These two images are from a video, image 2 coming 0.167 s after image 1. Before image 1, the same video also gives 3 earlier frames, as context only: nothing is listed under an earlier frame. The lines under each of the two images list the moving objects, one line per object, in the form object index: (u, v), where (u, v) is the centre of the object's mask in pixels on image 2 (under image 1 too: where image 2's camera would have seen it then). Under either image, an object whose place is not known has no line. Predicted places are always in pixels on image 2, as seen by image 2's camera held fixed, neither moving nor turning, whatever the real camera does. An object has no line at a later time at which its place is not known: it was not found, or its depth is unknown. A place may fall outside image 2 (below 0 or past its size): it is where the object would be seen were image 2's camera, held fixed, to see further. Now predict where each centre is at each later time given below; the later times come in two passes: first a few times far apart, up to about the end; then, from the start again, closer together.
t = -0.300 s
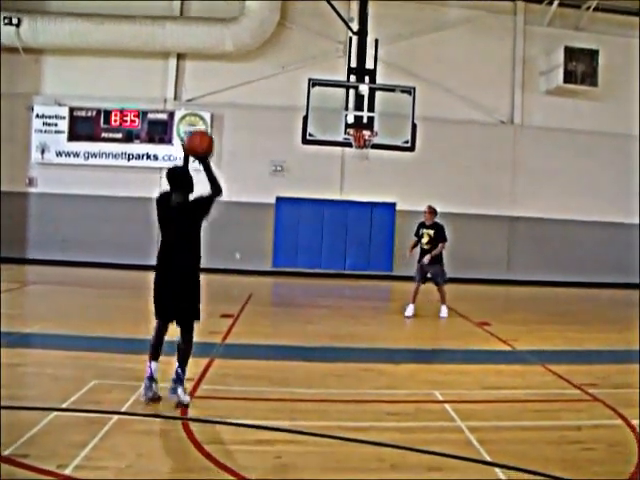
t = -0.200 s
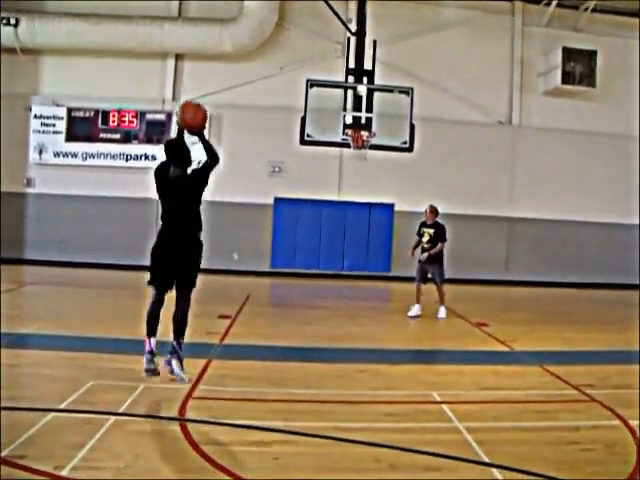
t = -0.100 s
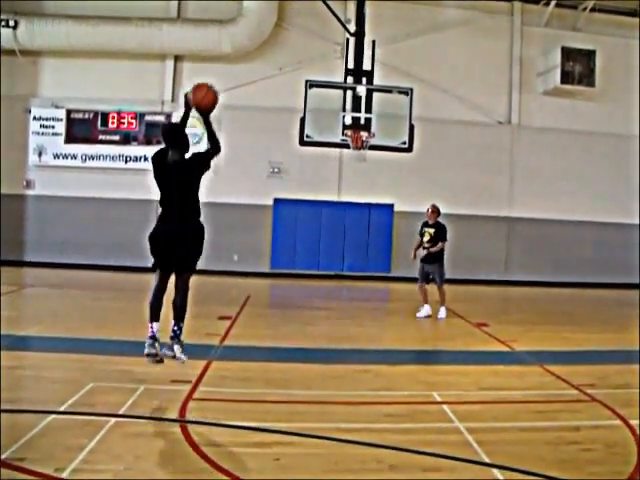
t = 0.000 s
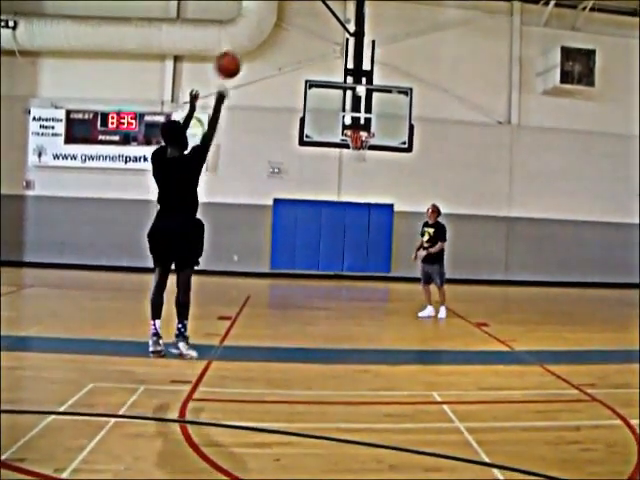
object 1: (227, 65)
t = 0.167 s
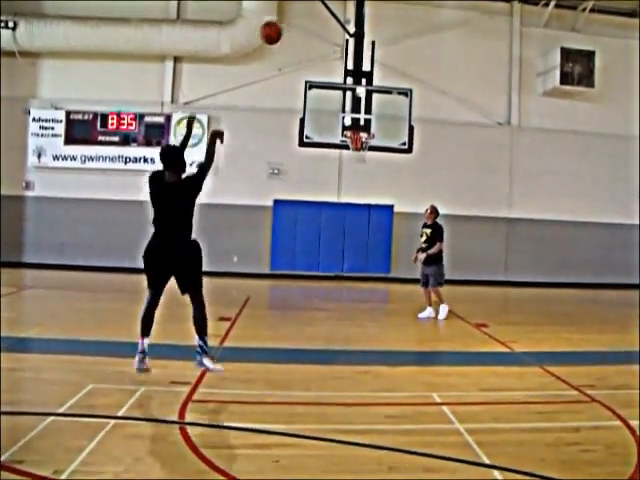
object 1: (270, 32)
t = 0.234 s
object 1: (283, 28)
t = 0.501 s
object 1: (323, 49)
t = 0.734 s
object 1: (345, 96)
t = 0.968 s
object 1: (368, 144)
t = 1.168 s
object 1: (365, 146)
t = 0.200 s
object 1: (277, 29)
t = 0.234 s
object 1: (283, 28)
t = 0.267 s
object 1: (290, 28)
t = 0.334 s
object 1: (301, 30)
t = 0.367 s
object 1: (306, 32)
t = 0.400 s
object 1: (310, 36)
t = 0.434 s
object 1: (314, 39)
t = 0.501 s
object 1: (323, 49)
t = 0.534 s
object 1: (326, 54)
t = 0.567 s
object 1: (330, 60)
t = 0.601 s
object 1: (333, 66)
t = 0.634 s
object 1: (336, 73)
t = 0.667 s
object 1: (339, 80)
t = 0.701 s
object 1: (342, 89)
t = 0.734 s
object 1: (345, 96)
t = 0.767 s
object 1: (347, 105)
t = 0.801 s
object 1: (350, 112)
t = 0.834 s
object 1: (352, 124)
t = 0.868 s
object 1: (352, 130)
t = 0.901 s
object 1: (359, 139)
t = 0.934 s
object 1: (364, 142)
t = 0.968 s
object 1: (368, 144)
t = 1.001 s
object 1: (369, 142)
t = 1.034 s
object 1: (370, 141)
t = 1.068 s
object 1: (370, 140)
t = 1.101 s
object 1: (369, 141)
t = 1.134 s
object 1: (368, 142)
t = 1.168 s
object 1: (365, 146)
